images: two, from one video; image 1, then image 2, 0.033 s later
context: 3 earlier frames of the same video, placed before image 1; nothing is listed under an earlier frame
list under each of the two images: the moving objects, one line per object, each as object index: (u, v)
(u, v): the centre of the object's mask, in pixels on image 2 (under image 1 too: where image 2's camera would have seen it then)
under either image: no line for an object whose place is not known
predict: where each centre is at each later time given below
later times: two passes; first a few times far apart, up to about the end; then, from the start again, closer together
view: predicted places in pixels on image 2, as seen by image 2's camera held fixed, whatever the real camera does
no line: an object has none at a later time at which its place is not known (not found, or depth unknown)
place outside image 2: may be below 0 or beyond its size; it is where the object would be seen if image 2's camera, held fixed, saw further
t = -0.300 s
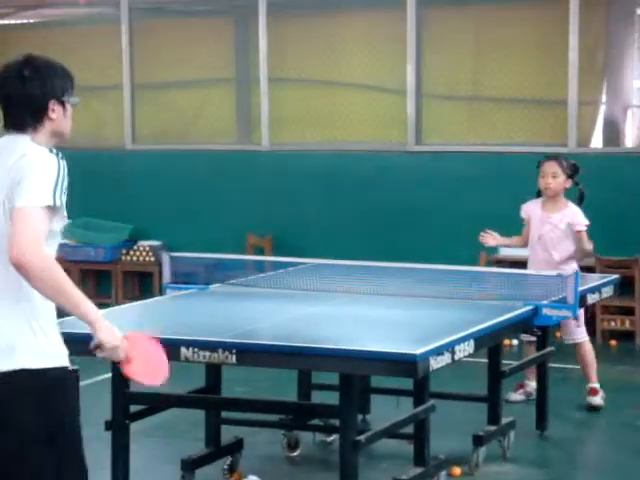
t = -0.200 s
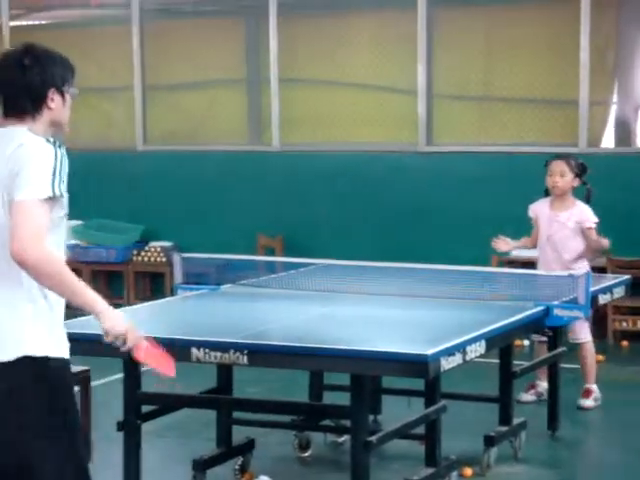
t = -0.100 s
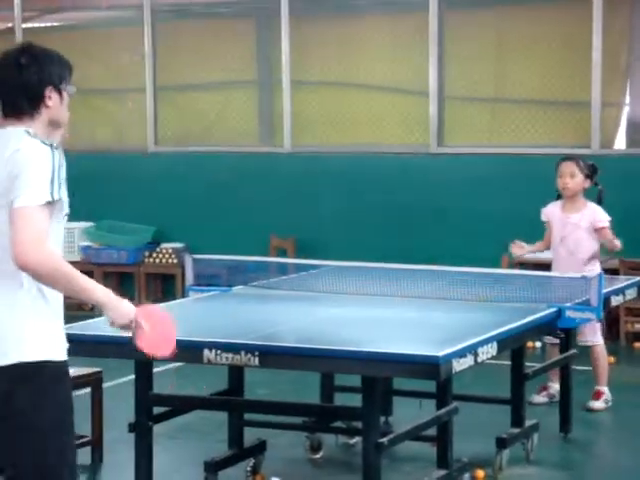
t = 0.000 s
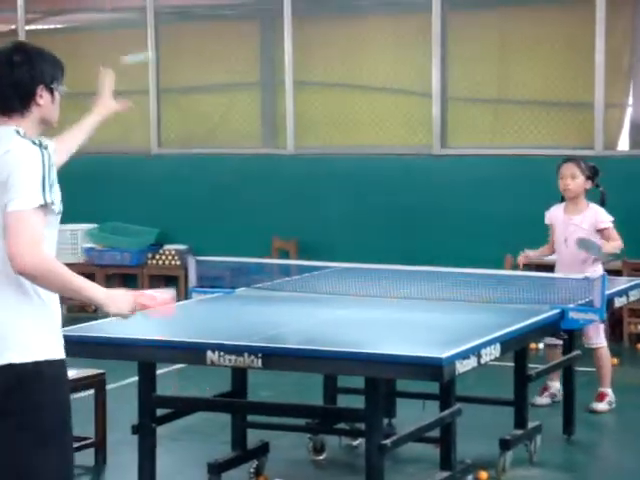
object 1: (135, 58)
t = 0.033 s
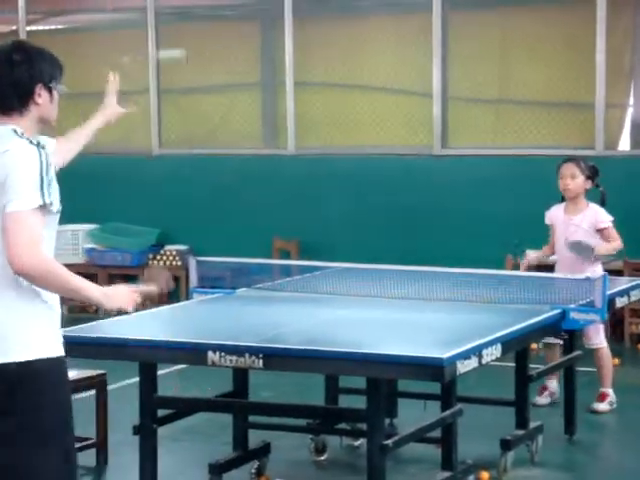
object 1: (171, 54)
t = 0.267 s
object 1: (336, 104)
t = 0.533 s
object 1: (465, 267)
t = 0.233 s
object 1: (316, 89)
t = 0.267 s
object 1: (336, 104)
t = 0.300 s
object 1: (355, 120)
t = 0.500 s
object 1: (453, 248)
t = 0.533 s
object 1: (465, 267)
